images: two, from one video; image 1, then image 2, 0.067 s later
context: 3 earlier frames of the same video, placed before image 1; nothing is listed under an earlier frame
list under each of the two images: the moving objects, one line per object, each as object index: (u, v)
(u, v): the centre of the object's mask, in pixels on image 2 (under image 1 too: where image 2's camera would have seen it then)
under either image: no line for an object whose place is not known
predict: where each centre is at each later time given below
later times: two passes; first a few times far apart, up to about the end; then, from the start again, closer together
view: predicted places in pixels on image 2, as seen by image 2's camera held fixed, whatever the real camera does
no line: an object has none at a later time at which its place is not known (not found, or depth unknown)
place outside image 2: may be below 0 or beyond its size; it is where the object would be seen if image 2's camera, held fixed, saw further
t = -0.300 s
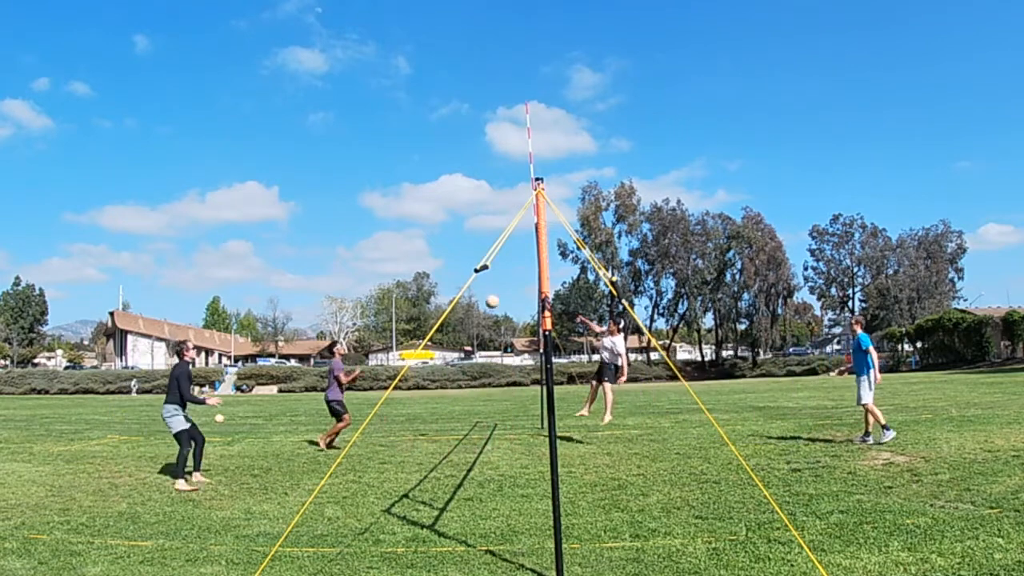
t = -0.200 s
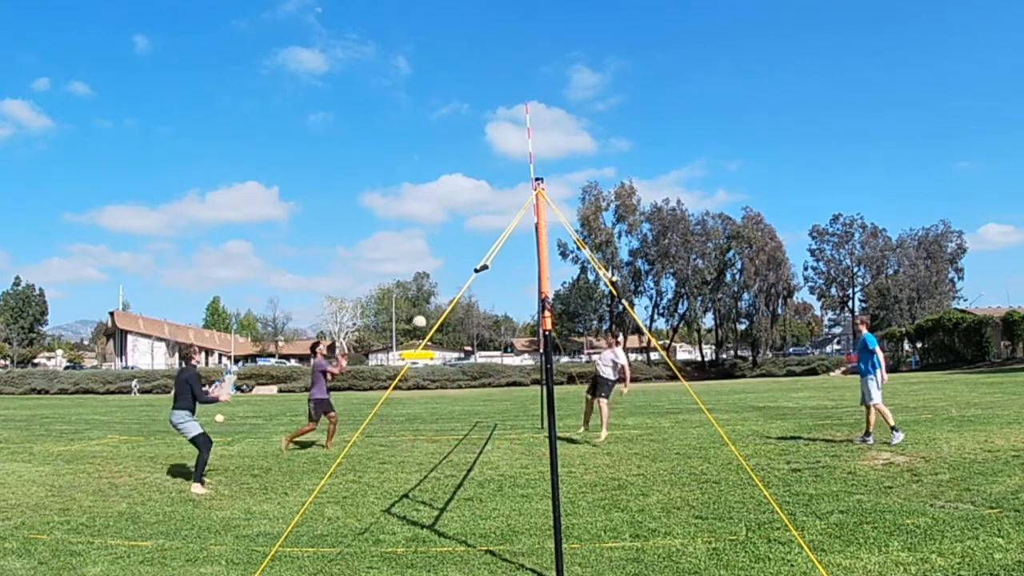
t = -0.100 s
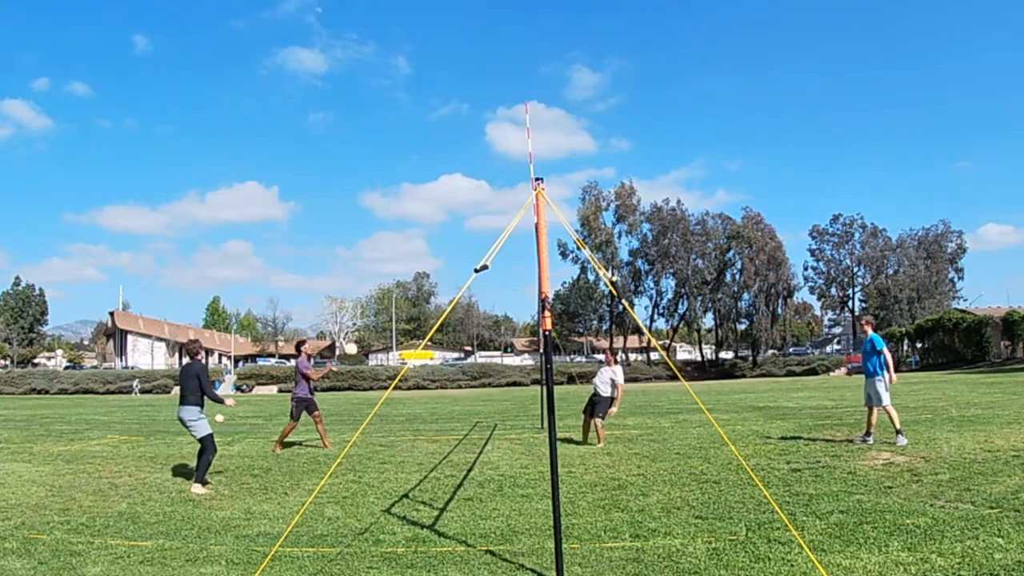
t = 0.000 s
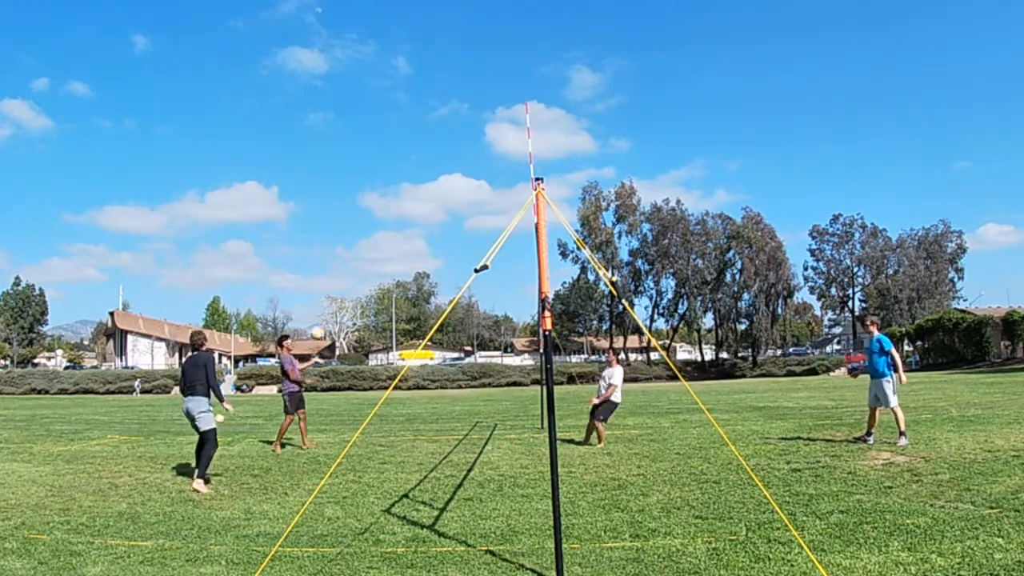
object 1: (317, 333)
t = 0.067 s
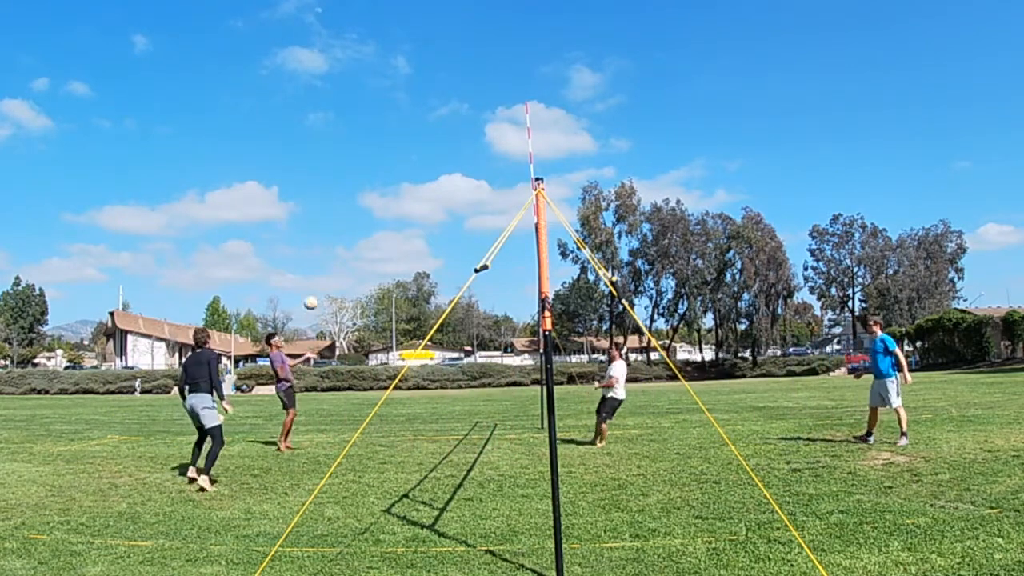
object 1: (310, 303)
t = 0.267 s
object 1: (287, 226)
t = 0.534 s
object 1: (253, 158)
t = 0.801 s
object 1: (213, 131)
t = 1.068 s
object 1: (165, 152)
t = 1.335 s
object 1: (110, 232)
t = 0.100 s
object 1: (306, 288)
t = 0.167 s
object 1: (299, 262)
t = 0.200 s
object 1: (295, 250)
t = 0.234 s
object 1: (291, 237)
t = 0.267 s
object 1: (287, 226)
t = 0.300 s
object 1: (283, 215)
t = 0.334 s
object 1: (279, 205)
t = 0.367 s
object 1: (274, 195)
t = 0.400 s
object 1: (271, 187)
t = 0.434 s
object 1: (266, 179)
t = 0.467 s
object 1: (262, 171)
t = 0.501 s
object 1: (257, 164)
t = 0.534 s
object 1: (253, 158)
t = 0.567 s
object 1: (248, 152)
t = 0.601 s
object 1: (244, 147)
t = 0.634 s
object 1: (238, 142)
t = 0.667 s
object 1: (234, 139)
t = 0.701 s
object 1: (228, 136)
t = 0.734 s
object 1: (223, 134)
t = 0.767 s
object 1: (218, 132)
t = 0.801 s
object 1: (213, 131)
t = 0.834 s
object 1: (207, 130)
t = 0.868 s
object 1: (201, 131)
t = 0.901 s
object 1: (196, 133)
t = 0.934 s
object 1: (190, 135)
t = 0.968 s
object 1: (184, 137)
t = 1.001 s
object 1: (178, 141)
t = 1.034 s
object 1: (172, 146)
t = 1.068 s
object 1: (165, 152)
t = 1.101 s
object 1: (159, 158)
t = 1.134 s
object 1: (152, 165)
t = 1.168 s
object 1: (145, 174)
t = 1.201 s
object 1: (138, 183)
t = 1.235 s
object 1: (131, 194)
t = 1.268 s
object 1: (124, 205)
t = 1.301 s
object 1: (117, 219)
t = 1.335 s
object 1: (110, 232)
